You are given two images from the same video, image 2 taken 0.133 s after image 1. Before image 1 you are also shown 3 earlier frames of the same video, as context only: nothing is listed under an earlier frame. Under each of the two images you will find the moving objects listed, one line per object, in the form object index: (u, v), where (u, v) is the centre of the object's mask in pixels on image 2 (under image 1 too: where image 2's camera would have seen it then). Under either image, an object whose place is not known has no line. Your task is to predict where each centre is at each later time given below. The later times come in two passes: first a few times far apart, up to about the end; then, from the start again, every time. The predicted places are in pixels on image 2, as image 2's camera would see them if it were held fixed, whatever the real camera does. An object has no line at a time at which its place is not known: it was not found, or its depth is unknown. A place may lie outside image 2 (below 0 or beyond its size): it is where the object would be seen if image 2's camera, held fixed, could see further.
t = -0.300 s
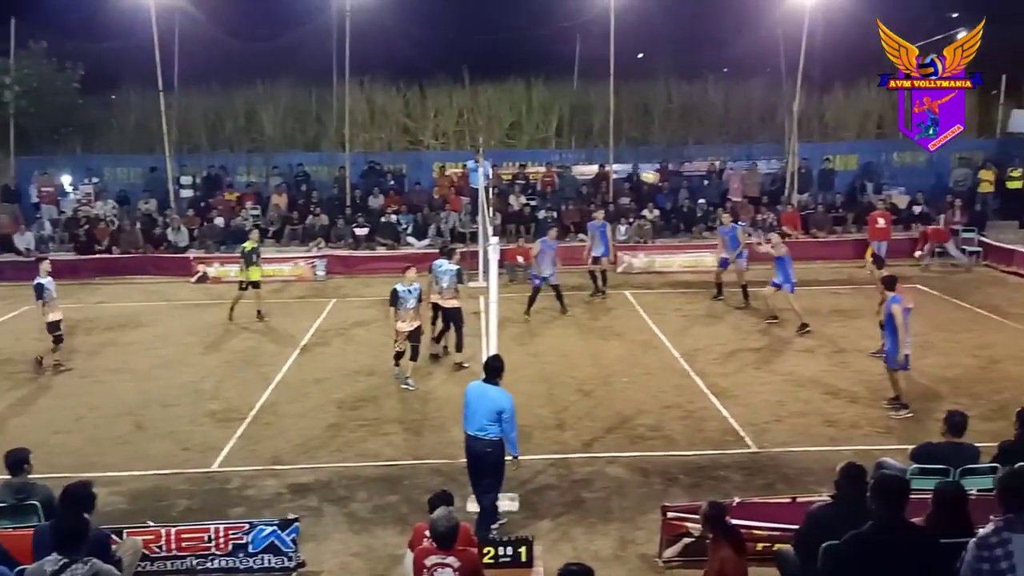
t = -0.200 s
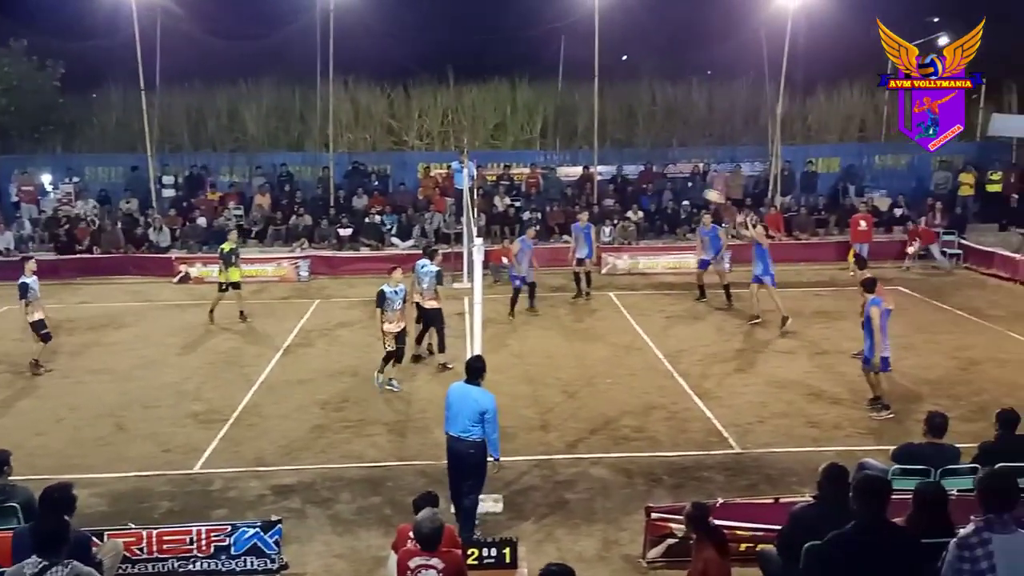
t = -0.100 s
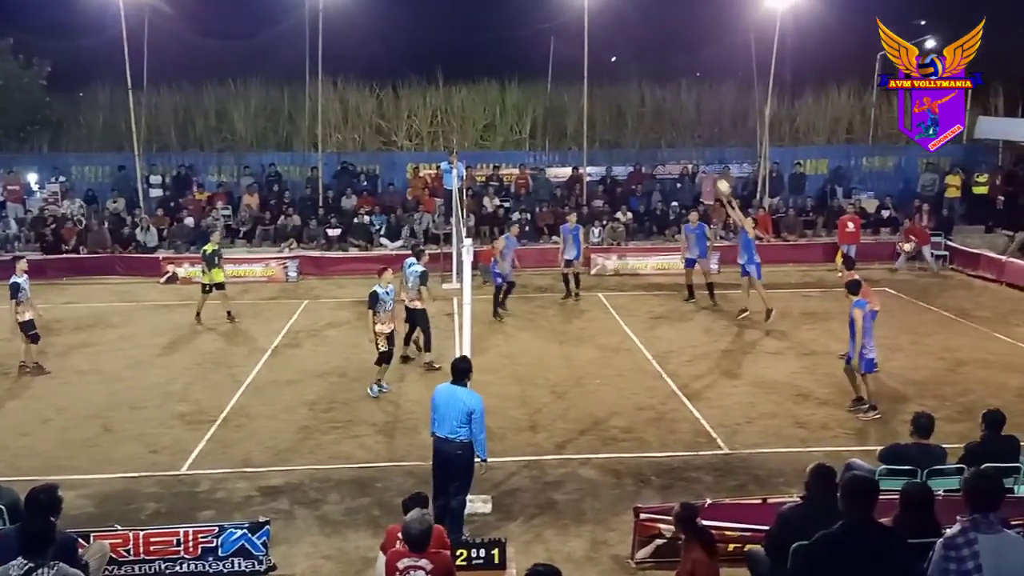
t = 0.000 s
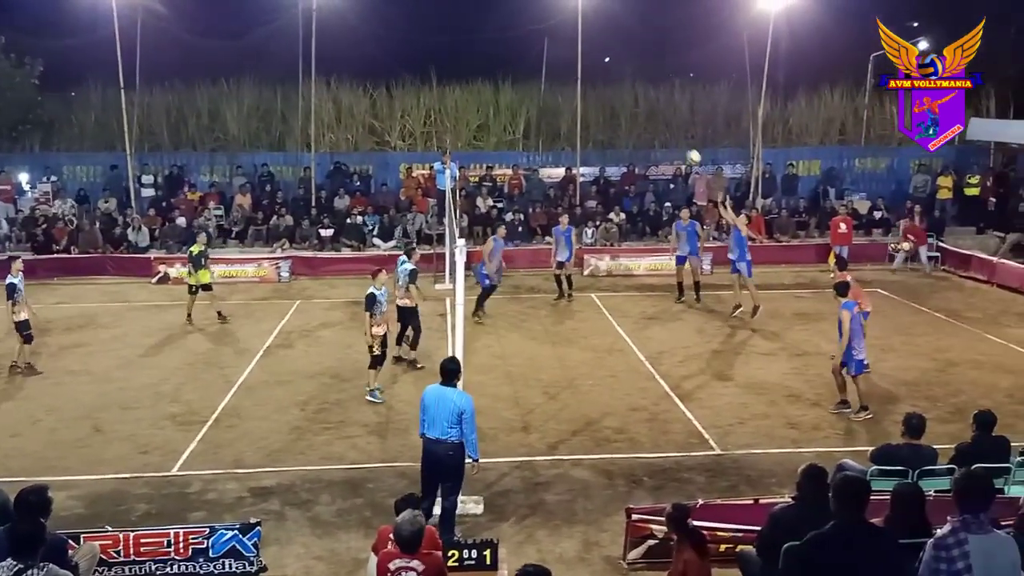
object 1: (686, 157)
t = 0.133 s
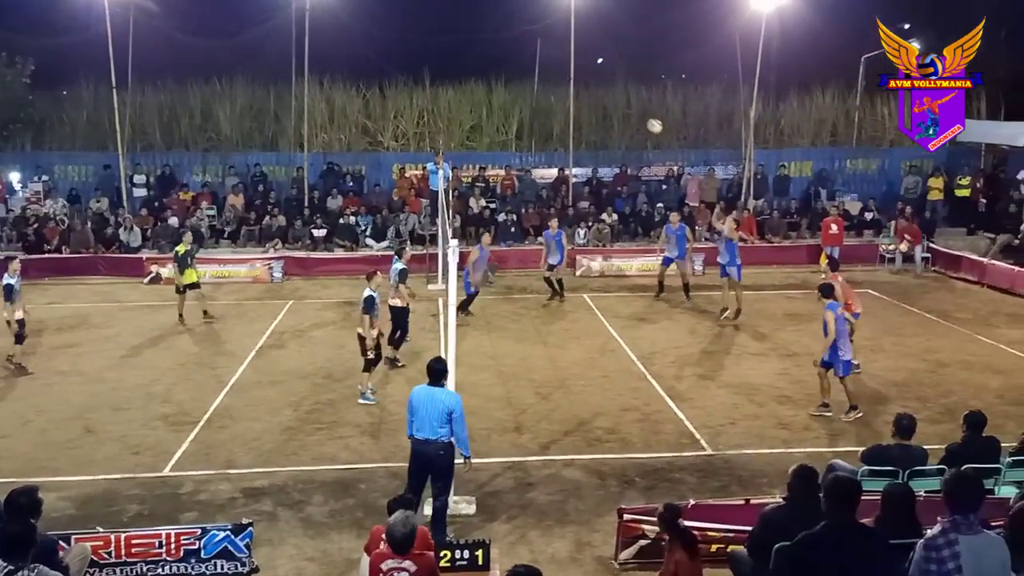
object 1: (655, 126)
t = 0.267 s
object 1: (623, 104)
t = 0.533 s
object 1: (559, 93)
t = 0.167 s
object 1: (647, 119)
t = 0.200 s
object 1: (638, 113)
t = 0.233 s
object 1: (631, 108)
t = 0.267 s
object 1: (623, 104)
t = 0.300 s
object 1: (615, 99)
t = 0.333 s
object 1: (607, 97)
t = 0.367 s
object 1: (599, 95)
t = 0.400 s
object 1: (591, 92)
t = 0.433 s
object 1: (584, 92)
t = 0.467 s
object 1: (575, 91)
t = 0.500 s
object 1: (567, 91)
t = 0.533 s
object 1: (559, 93)
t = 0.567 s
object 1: (551, 95)
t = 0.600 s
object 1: (543, 97)
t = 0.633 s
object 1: (535, 100)
